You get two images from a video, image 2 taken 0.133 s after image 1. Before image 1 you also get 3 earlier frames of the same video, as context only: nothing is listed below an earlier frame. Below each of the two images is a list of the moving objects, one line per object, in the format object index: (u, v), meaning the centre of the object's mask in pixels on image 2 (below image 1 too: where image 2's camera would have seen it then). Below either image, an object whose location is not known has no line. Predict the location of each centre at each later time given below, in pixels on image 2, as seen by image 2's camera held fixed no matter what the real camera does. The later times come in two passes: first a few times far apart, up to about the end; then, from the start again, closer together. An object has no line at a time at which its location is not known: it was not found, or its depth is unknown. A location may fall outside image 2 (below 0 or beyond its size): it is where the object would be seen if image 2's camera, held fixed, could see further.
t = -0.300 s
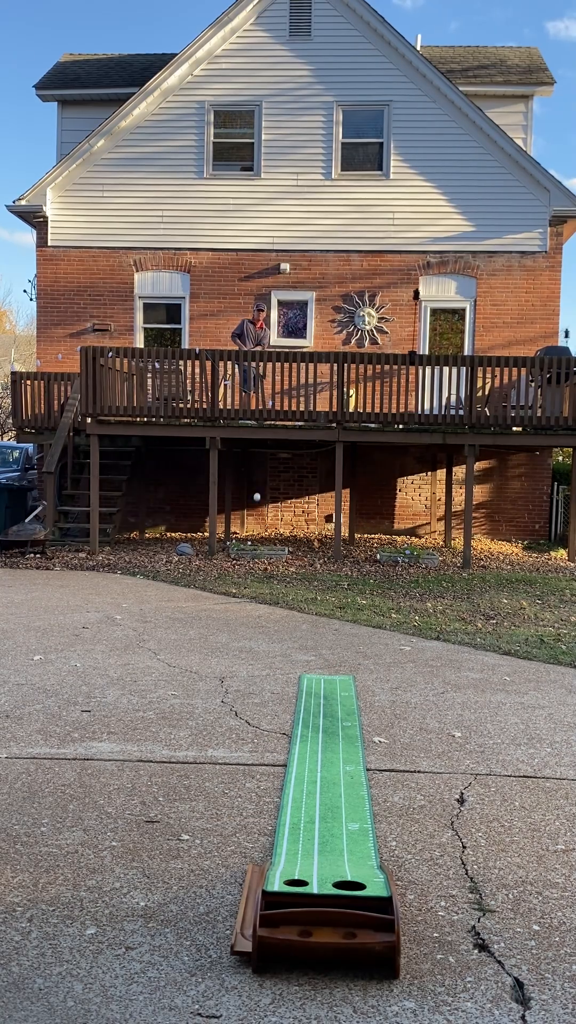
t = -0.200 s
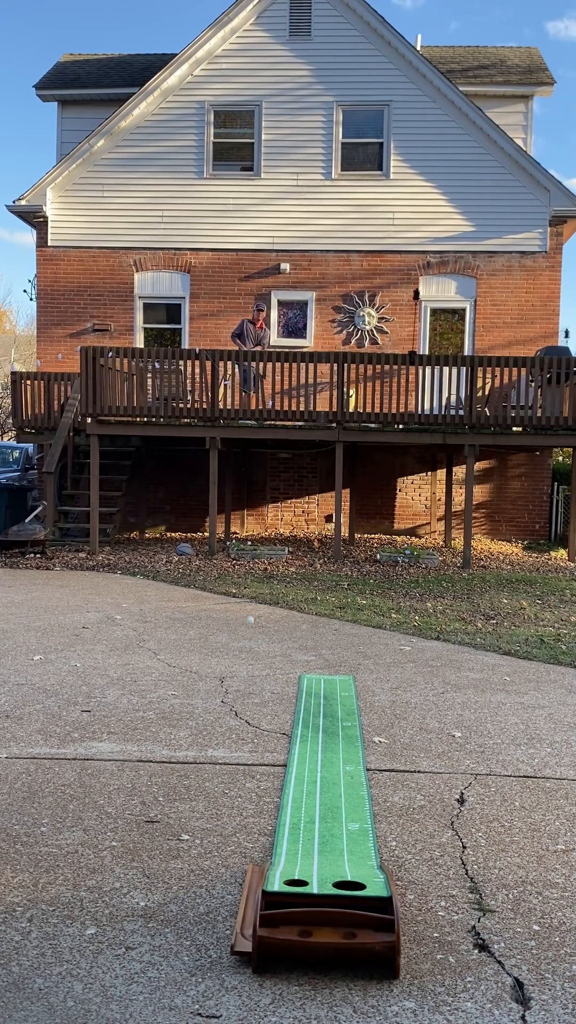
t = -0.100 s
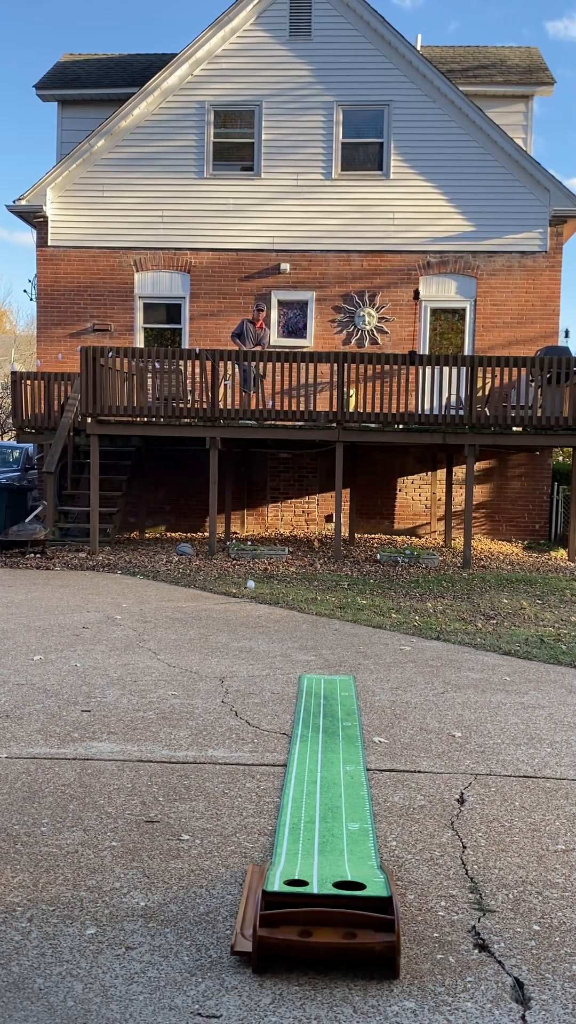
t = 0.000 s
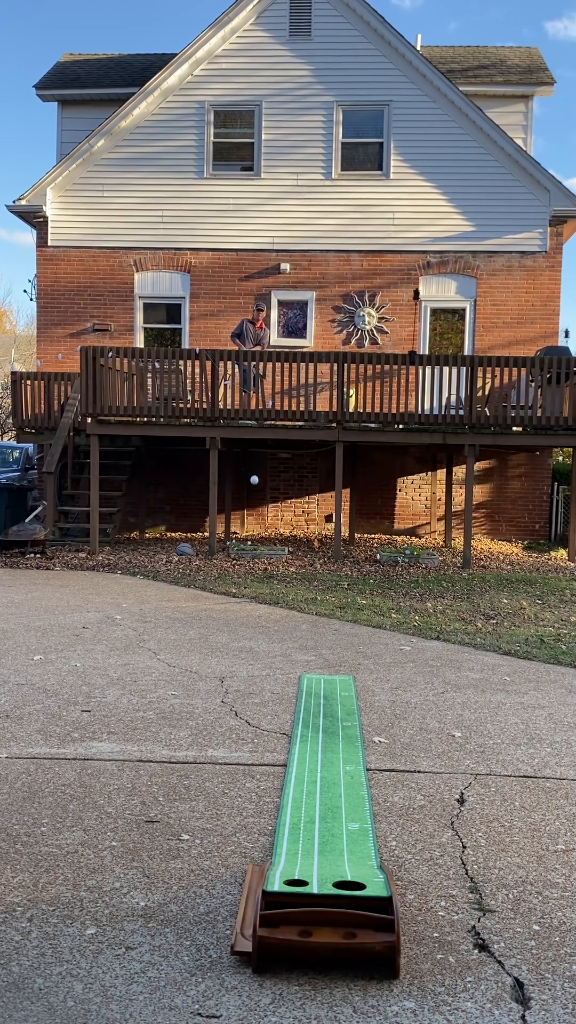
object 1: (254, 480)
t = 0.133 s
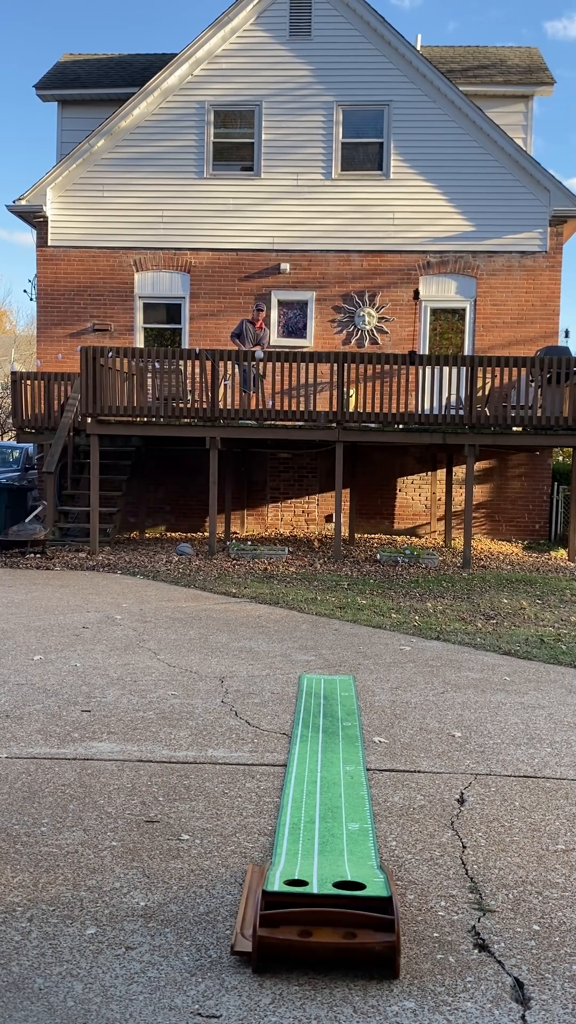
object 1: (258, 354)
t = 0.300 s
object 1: (264, 226)
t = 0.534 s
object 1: (272, 120)
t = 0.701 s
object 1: (276, 117)
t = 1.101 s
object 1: (283, 478)
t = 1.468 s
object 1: (315, 708)
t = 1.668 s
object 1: (358, 687)
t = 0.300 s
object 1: (264, 226)
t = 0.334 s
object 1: (266, 205)
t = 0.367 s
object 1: (267, 186)
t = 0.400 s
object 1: (268, 168)
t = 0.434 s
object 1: (269, 153)
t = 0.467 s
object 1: (270, 140)
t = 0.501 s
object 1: (271, 129)
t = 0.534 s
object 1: (272, 120)
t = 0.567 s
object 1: (273, 114)
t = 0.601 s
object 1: (274, 110)
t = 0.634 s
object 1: (274, 110)
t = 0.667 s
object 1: (275, 113)
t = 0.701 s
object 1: (276, 117)
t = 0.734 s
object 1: (277, 125)
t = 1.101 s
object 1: (283, 478)
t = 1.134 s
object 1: (284, 538)
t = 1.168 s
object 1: (284, 603)
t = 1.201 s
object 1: (284, 675)
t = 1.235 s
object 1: (284, 755)
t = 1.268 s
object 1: (283, 841)
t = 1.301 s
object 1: (287, 830)
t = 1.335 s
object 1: (293, 801)
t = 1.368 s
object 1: (297, 773)
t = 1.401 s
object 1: (303, 749)
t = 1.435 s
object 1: (309, 727)
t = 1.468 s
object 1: (315, 708)
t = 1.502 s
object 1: (321, 693)
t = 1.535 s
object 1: (328, 682)
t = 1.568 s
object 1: (334, 675)
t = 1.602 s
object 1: (342, 673)
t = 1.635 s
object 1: (350, 677)
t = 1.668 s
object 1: (358, 687)
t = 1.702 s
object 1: (367, 704)
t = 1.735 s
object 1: (378, 729)
